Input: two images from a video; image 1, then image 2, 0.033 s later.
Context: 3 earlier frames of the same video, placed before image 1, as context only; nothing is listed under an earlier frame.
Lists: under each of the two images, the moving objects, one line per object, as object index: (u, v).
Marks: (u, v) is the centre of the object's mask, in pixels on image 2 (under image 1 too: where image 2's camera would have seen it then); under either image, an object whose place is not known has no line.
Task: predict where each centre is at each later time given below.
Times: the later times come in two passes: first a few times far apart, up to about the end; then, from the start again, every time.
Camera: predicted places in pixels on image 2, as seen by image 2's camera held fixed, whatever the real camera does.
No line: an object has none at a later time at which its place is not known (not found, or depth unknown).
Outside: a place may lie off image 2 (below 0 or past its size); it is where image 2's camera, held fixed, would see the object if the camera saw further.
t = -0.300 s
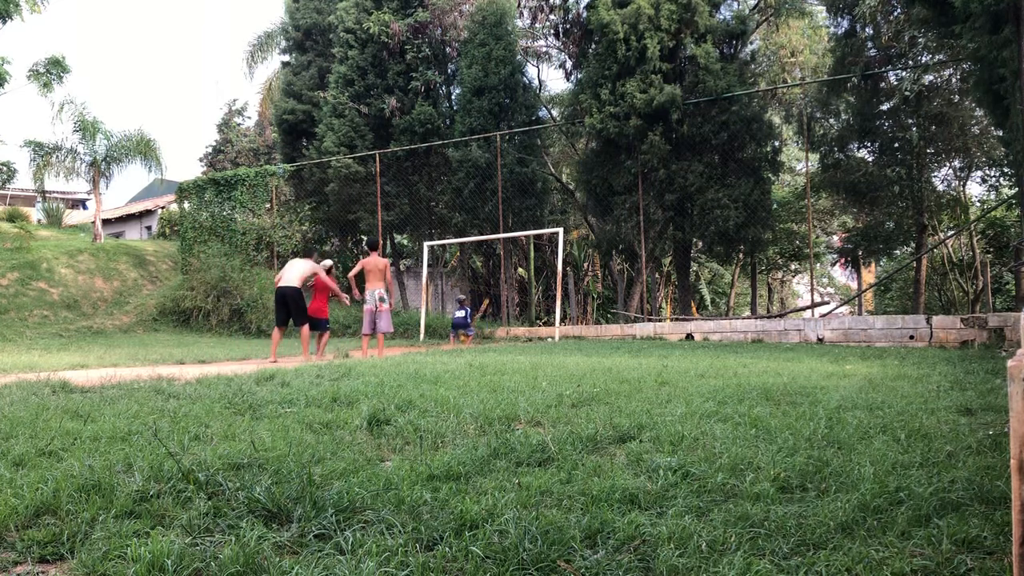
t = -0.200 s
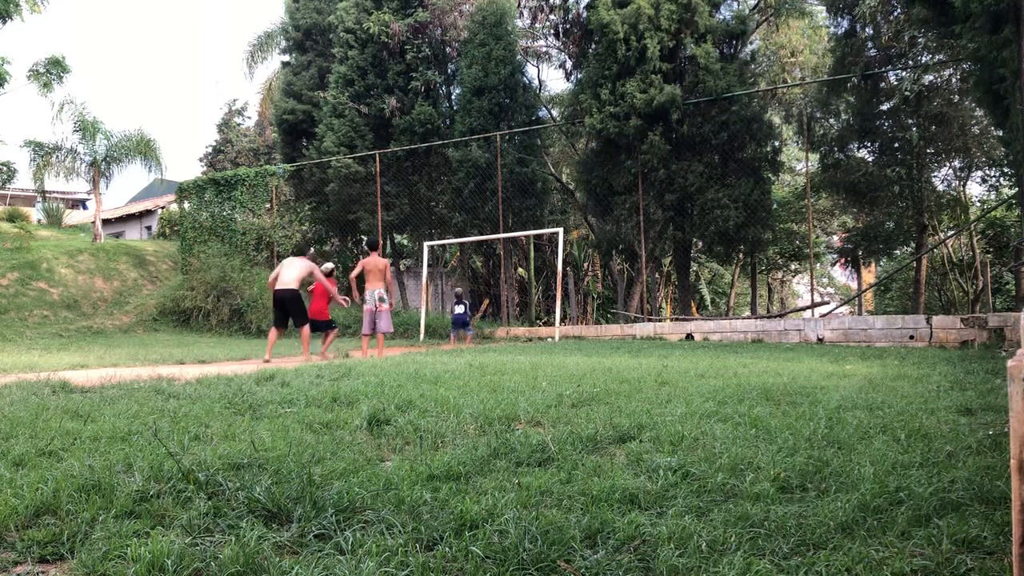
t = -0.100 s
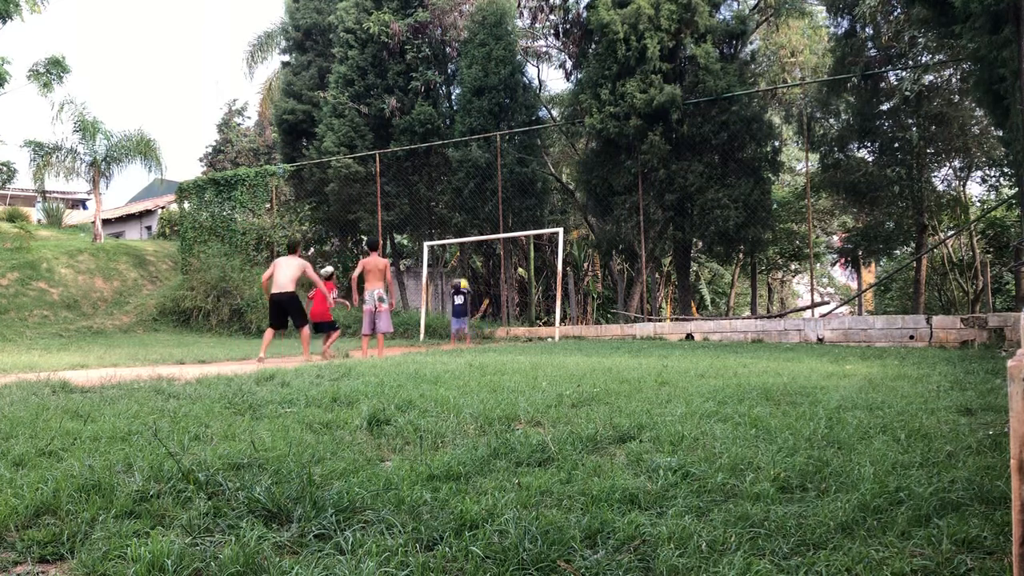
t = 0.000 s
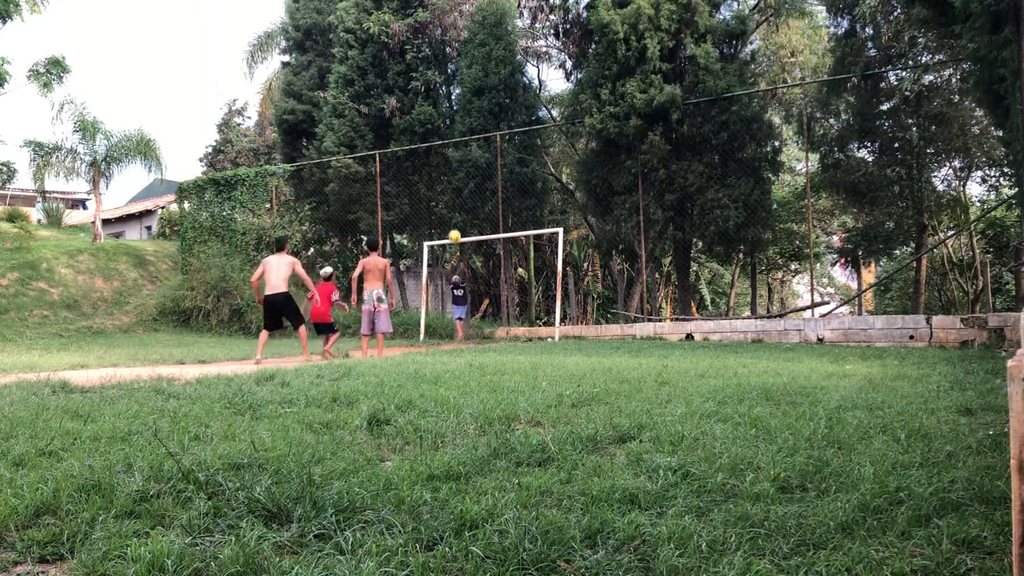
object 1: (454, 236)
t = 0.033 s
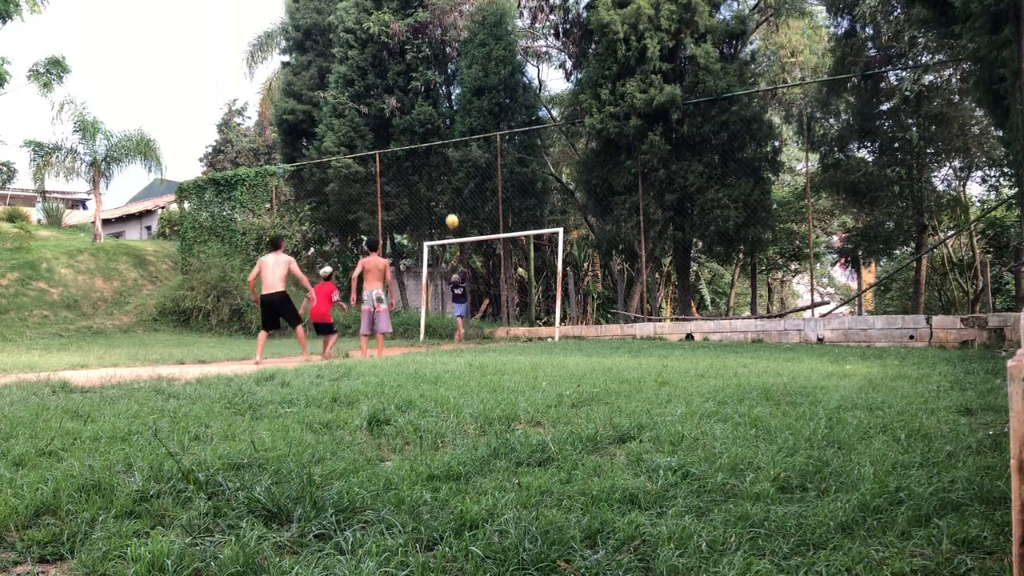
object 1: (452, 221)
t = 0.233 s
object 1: (434, 139)
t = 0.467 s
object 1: (413, 69)
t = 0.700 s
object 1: (390, 25)
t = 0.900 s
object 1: (369, 16)
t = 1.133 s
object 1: (344, 41)
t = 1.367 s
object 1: (318, 114)
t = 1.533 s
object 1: (298, 199)
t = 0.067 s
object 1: (448, 206)
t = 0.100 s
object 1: (446, 192)
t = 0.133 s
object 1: (443, 178)
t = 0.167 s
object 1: (440, 165)
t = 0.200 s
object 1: (437, 152)
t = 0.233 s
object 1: (434, 139)
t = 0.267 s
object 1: (431, 127)
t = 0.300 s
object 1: (428, 116)
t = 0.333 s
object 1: (425, 105)
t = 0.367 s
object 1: (422, 95)
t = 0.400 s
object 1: (418, 86)
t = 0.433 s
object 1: (415, 77)
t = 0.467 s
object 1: (413, 69)
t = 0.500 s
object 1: (410, 60)
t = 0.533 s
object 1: (406, 53)
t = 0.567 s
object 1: (403, 46)
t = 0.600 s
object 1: (400, 40)
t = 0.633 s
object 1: (397, 35)
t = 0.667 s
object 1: (393, 30)
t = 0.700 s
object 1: (390, 25)
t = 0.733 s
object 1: (387, 22)
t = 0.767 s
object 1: (383, 19)
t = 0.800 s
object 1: (380, 18)
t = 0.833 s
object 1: (376, 17)
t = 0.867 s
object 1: (372, 16)
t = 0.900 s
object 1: (369, 16)
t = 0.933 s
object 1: (366, 17)
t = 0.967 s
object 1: (362, 19)
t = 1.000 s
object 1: (359, 21)
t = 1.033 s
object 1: (355, 25)
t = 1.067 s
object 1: (351, 30)
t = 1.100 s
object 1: (347, 35)
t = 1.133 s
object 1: (344, 41)
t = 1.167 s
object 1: (340, 48)
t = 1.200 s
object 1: (336, 56)
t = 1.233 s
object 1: (333, 66)
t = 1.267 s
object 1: (329, 76)
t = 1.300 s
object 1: (325, 87)
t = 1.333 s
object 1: (321, 100)
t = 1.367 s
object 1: (318, 114)
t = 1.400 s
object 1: (314, 128)
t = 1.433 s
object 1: (310, 144)
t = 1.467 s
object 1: (306, 160)
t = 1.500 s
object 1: (302, 179)
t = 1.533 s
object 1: (298, 199)
